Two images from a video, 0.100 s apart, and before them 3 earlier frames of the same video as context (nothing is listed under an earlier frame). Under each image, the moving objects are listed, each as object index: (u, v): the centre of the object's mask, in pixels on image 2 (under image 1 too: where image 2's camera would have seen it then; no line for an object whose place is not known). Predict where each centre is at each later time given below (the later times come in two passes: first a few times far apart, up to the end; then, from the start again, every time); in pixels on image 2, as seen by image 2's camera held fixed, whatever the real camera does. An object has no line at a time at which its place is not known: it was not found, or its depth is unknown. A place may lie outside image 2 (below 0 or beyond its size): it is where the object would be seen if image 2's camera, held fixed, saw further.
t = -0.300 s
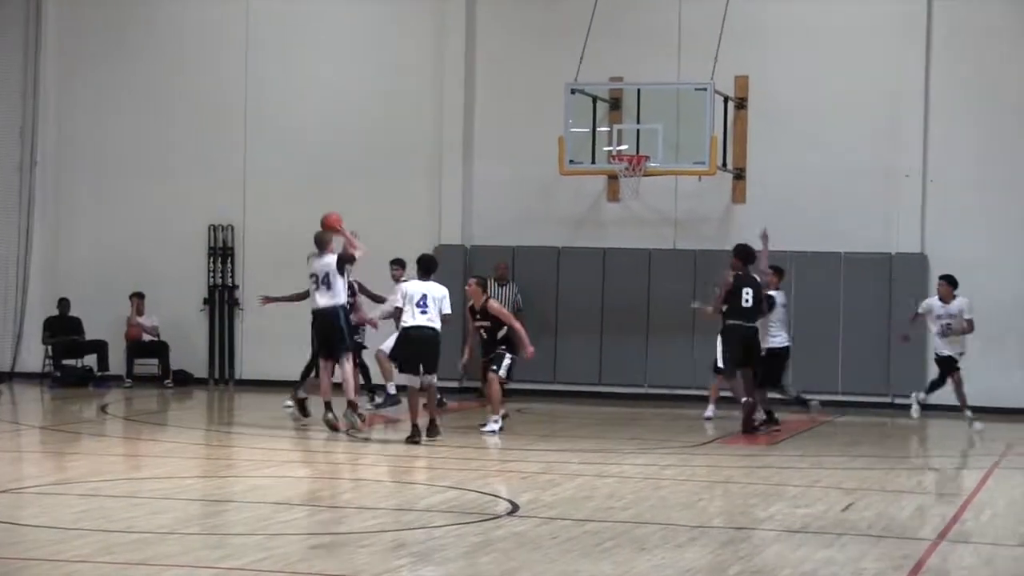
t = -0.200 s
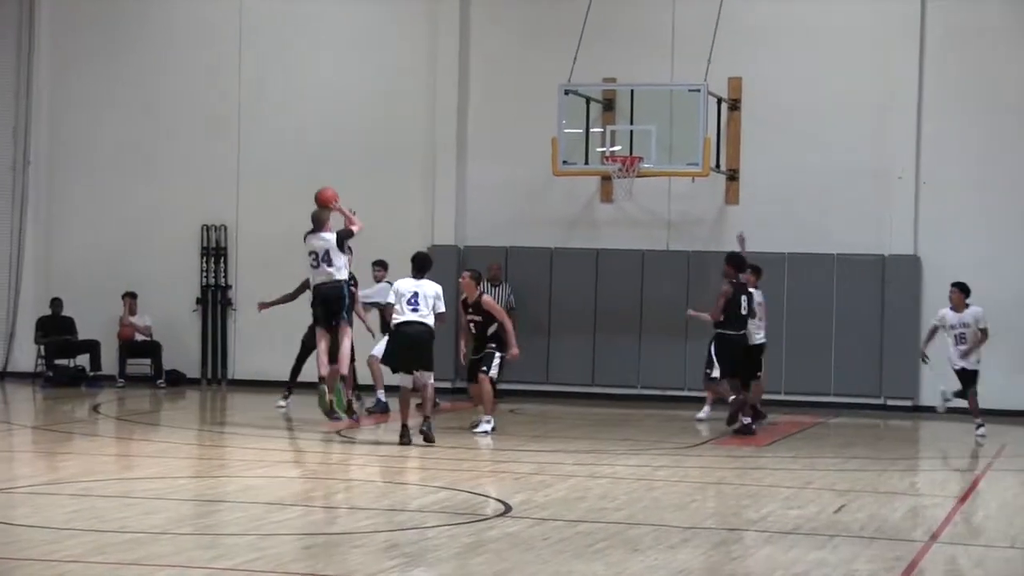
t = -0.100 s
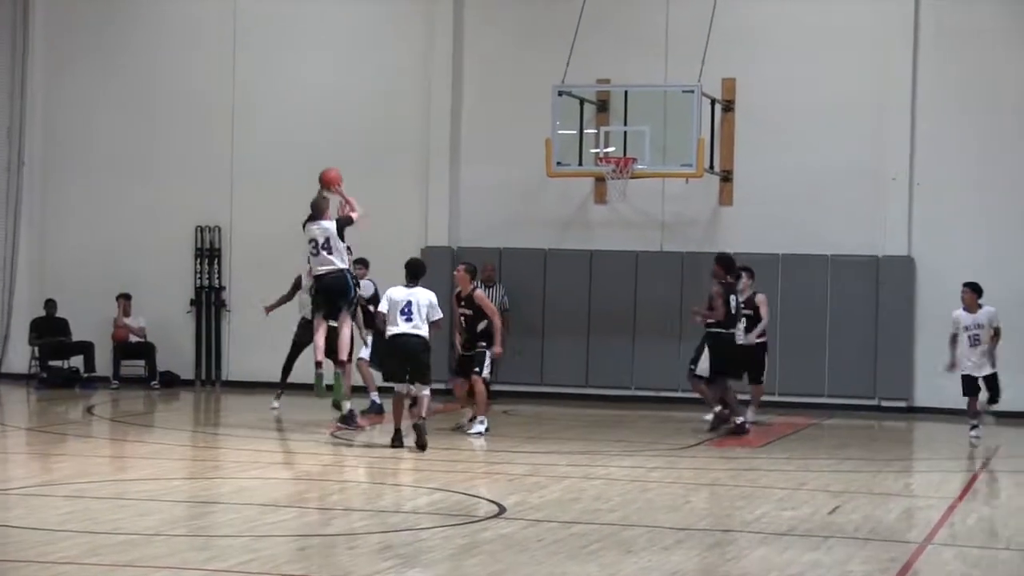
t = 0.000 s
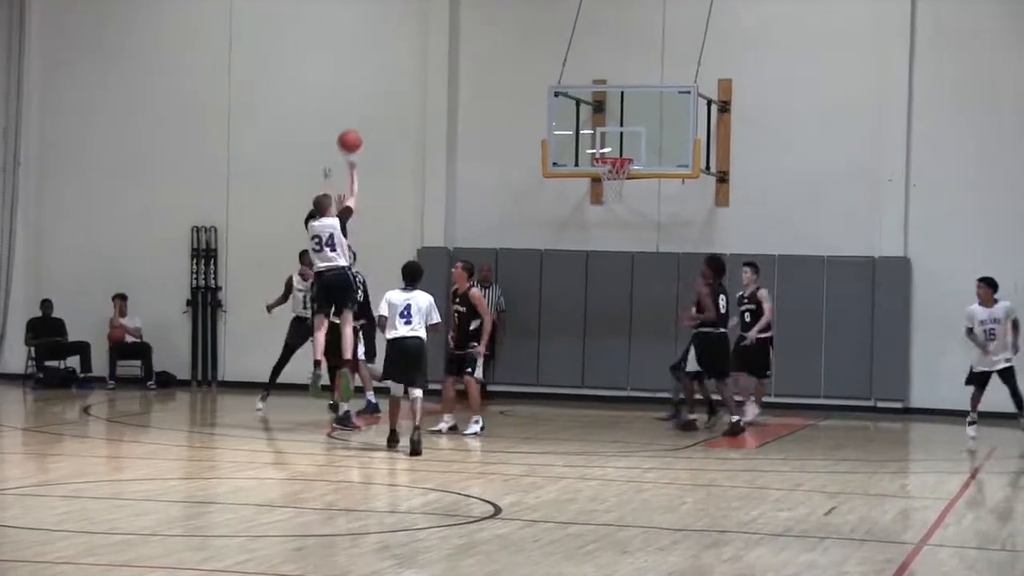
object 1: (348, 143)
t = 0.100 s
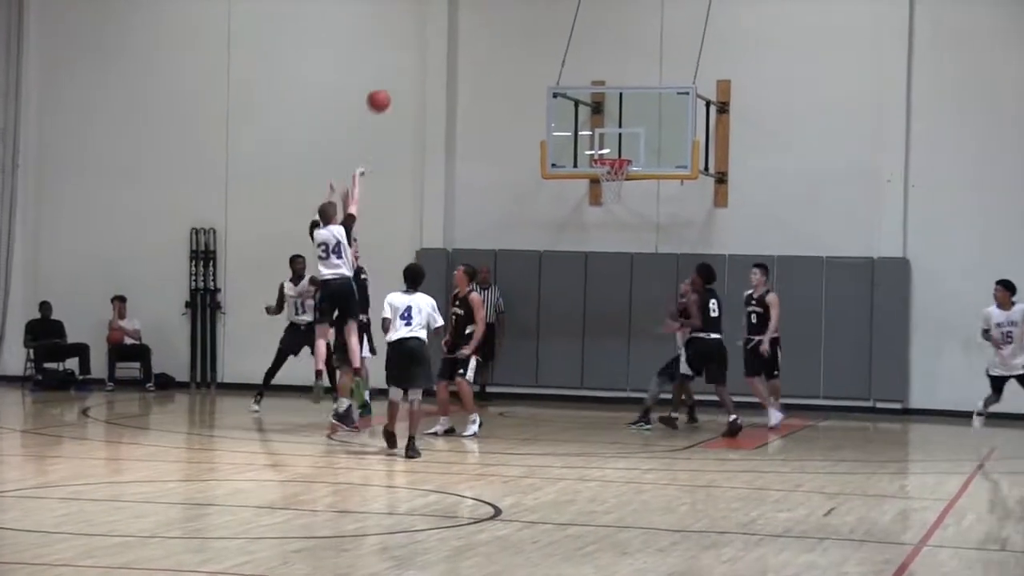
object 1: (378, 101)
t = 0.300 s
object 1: (435, 49)
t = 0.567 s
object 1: (503, 39)
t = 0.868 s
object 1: (571, 100)
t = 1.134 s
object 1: (602, 124)
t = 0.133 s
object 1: (388, 89)
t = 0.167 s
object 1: (398, 79)
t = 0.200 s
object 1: (407, 70)
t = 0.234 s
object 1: (417, 61)
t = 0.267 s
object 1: (426, 54)
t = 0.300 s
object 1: (435, 49)
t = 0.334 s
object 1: (445, 44)
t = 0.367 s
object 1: (453, 40)
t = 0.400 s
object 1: (462, 38)
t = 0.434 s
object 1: (471, 36)
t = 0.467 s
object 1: (479, 35)
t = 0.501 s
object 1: (487, 35)
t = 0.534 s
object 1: (495, 37)
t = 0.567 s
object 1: (503, 39)
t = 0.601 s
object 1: (511, 42)
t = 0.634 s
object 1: (519, 46)
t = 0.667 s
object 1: (527, 51)
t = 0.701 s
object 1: (535, 57)
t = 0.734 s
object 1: (542, 64)
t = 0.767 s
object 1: (549, 71)
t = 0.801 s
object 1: (556, 80)
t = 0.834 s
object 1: (564, 90)
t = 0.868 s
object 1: (571, 100)
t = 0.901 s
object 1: (577, 110)
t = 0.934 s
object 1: (585, 122)
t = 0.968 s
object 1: (591, 135)
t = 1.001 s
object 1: (597, 148)
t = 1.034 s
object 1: (599, 146)
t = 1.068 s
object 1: (600, 138)
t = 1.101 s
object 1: (601, 131)
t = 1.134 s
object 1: (602, 124)
